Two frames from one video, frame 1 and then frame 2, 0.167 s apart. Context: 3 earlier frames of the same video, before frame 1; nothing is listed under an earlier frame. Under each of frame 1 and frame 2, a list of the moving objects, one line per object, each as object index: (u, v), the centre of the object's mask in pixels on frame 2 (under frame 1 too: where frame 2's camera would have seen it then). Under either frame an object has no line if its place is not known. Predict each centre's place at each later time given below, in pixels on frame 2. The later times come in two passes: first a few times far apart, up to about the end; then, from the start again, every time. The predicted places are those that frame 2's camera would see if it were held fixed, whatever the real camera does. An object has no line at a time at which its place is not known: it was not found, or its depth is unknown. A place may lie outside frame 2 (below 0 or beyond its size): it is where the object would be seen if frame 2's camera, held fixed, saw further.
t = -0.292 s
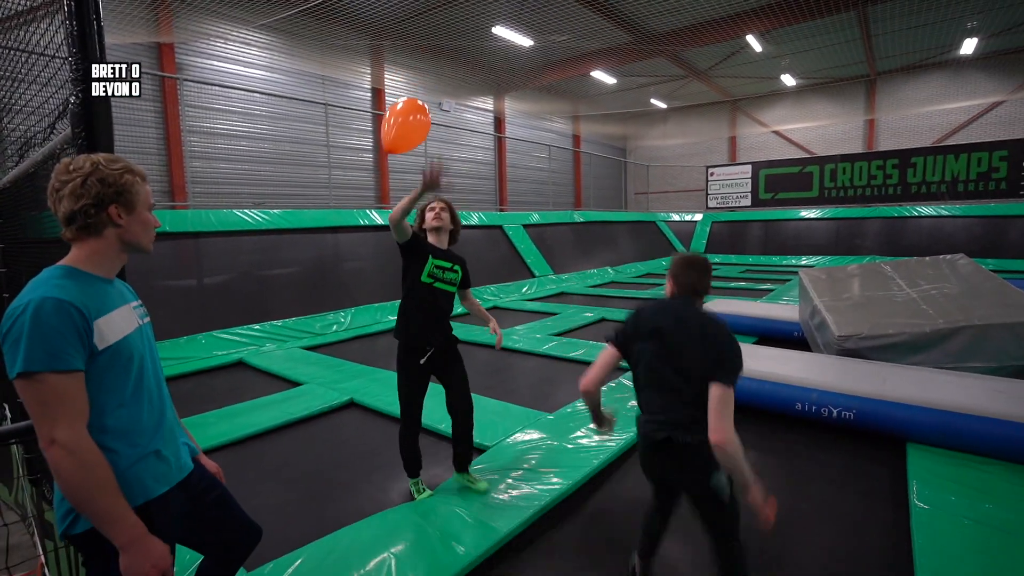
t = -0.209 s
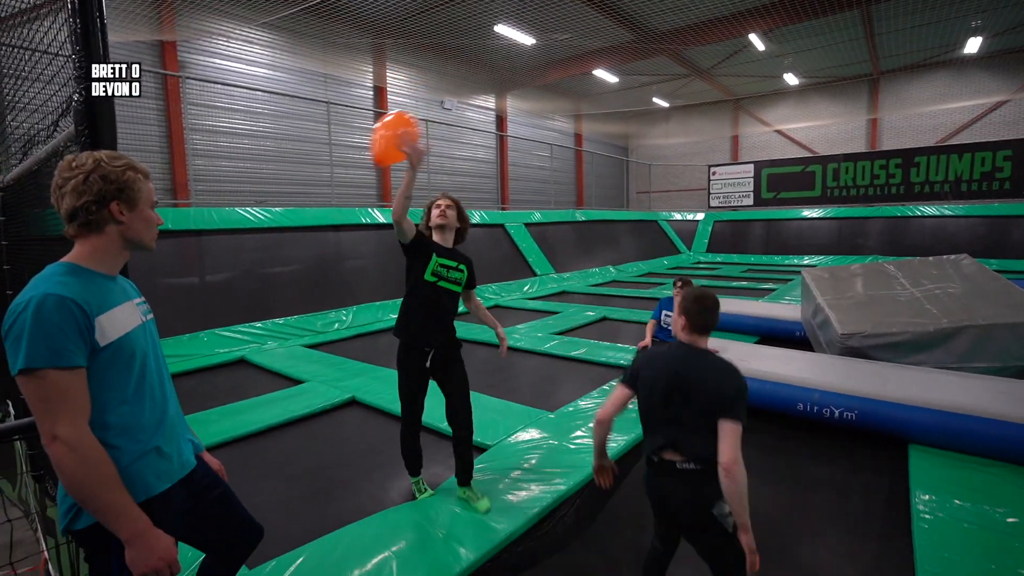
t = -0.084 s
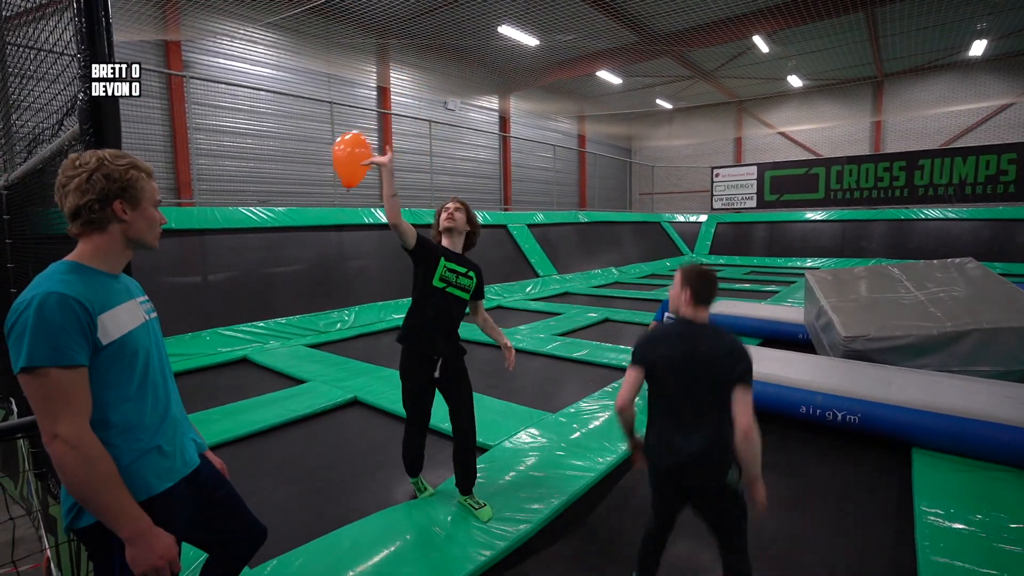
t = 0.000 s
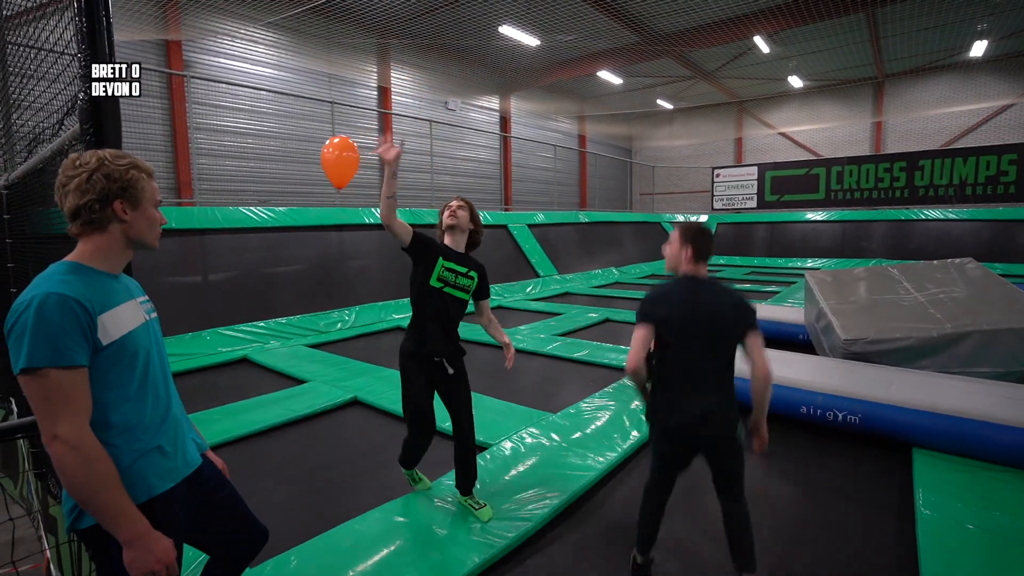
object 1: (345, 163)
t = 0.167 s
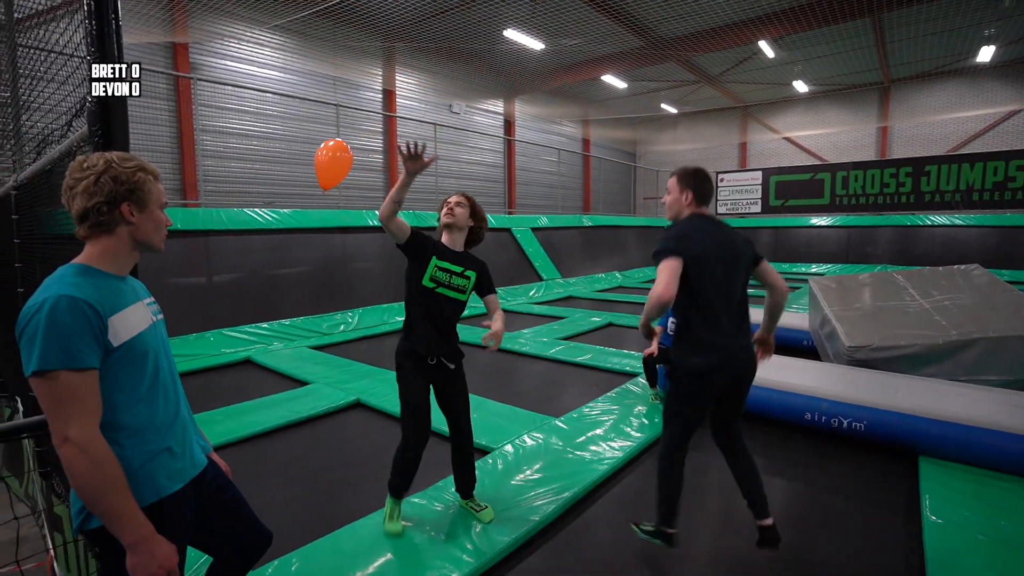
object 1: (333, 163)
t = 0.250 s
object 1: (327, 167)
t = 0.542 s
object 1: (306, 185)
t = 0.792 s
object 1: (289, 204)
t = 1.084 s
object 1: (271, 236)
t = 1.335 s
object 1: (258, 271)
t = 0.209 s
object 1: (330, 165)
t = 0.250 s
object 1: (327, 167)
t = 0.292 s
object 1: (323, 170)
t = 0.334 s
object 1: (320, 172)
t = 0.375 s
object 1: (318, 175)
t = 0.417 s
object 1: (314, 177)
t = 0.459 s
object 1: (311, 180)
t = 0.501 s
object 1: (309, 182)
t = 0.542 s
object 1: (306, 185)
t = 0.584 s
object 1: (303, 188)
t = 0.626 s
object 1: (300, 191)
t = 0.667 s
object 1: (297, 194)
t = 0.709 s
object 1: (295, 197)
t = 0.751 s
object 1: (292, 201)
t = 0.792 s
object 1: (289, 204)
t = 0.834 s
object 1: (286, 208)
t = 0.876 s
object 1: (283, 213)
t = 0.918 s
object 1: (281, 217)
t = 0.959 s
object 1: (278, 221)
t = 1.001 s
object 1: (275, 226)
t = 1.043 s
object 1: (273, 231)
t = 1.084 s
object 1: (271, 236)
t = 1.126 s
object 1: (269, 241)
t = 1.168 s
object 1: (266, 247)
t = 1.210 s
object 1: (264, 252)
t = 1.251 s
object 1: (262, 259)
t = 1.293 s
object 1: (260, 265)
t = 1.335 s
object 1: (258, 271)
